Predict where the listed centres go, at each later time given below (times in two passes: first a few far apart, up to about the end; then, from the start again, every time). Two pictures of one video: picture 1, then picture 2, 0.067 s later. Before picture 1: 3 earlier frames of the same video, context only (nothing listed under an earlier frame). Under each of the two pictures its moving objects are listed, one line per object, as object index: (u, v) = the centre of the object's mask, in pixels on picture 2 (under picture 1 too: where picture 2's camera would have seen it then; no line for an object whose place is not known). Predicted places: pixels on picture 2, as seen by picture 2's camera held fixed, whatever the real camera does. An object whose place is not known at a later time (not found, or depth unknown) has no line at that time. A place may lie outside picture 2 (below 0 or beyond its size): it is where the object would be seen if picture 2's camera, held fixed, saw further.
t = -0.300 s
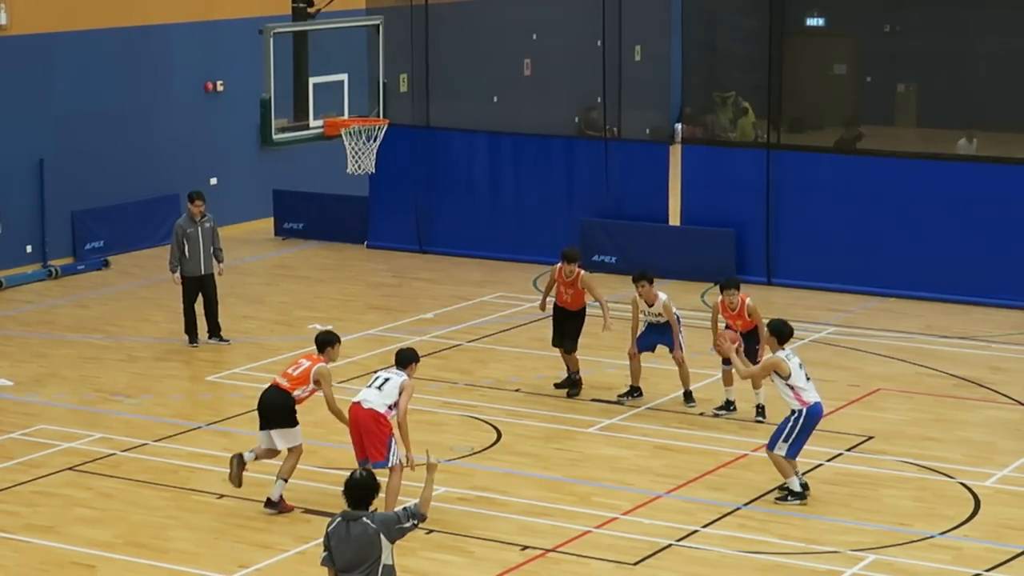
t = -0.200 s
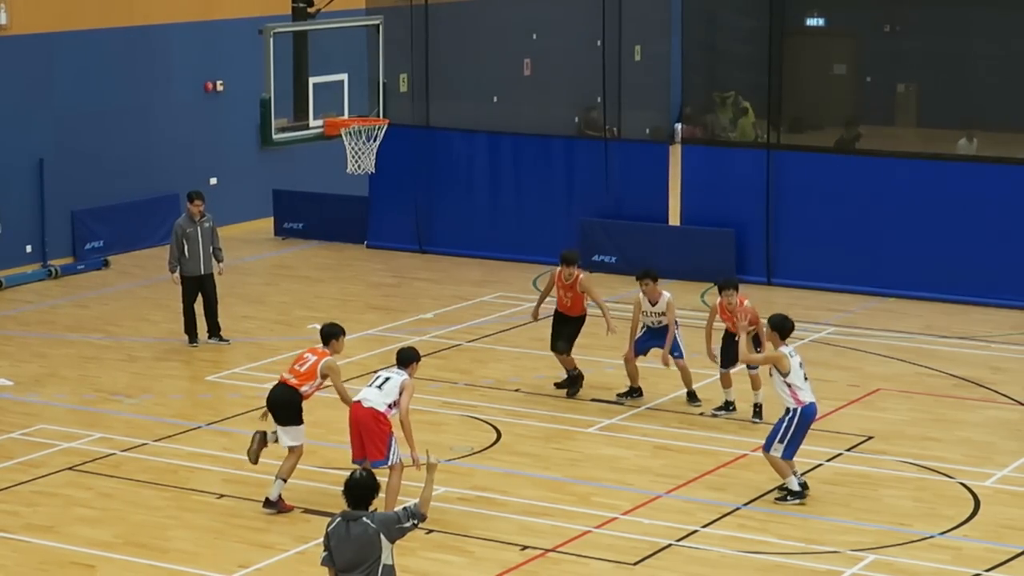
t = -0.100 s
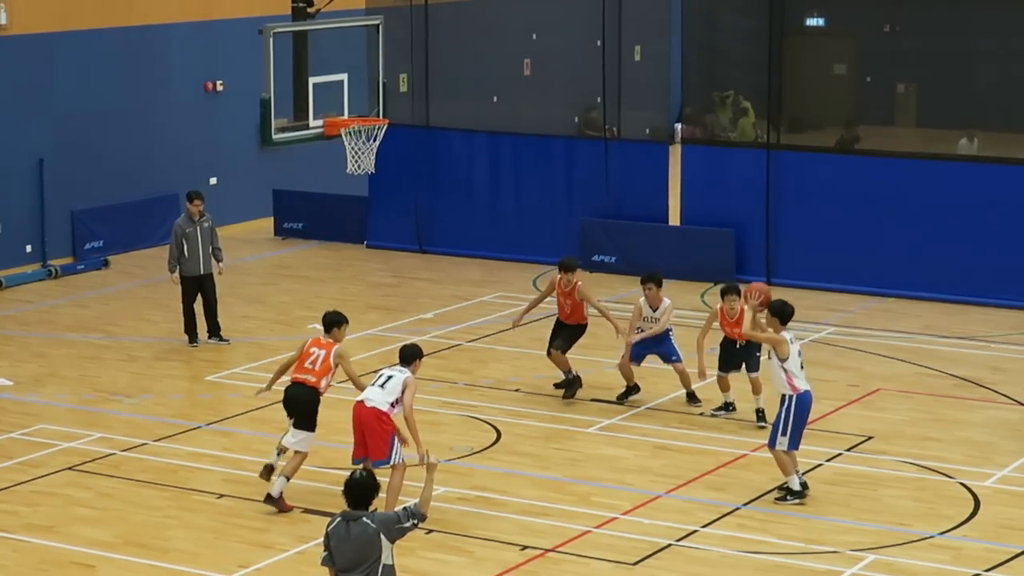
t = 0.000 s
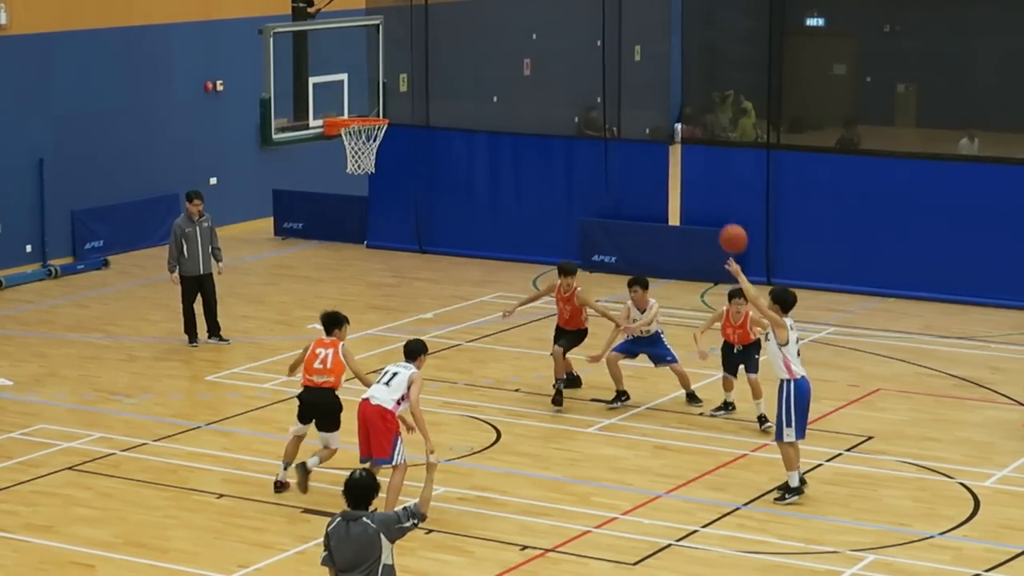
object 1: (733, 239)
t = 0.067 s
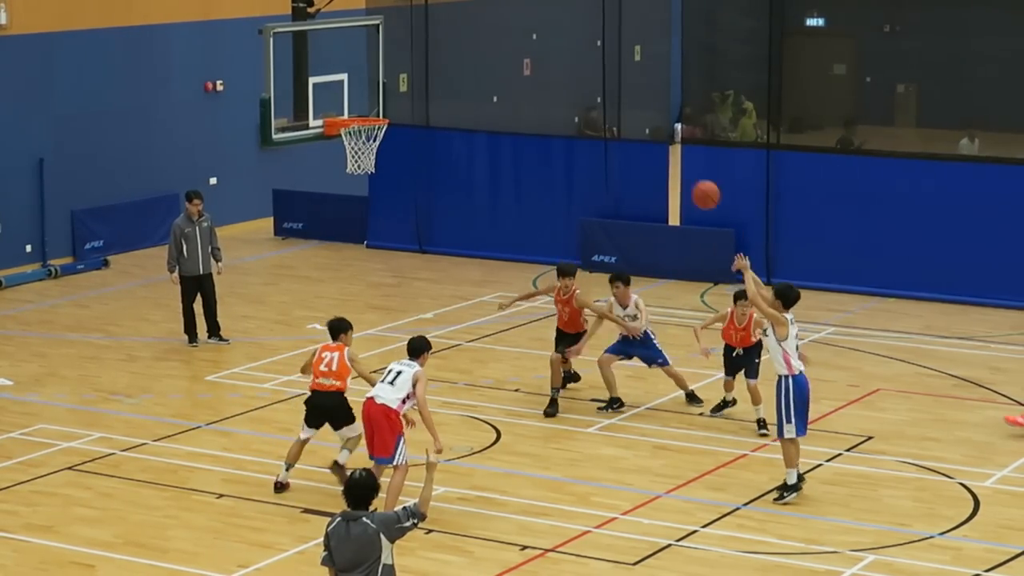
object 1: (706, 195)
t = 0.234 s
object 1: (638, 108)
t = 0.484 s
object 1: (542, 36)
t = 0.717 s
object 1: (456, 31)
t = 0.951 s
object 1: (377, 83)
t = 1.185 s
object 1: (392, 99)
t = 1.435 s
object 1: (441, 97)
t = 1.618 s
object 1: (477, 138)
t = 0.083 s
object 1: (699, 185)
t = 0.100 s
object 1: (692, 175)
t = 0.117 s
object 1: (685, 165)
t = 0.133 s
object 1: (679, 156)
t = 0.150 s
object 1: (671, 147)
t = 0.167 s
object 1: (665, 138)
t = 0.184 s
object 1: (658, 130)
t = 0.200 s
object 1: (651, 122)
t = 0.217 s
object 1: (645, 115)
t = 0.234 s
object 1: (638, 108)
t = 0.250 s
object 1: (632, 100)
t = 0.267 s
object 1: (625, 94)
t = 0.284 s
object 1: (618, 88)
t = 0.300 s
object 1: (612, 81)
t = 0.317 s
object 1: (605, 76)
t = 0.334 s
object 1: (599, 71)
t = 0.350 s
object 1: (592, 65)
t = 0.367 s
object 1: (586, 61)
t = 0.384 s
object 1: (580, 56)
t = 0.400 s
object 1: (573, 52)
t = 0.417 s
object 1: (567, 48)
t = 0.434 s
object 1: (561, 44)
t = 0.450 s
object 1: (555, 41)
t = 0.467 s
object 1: (548, 38)
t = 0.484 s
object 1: (542, 36)
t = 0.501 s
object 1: (536, 34)
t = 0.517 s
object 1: (529, 32)
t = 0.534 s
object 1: (523, 30)
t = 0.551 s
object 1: (517, 28)
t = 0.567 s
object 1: (511, 27)
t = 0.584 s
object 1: (505, 27)
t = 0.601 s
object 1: (499, 26)
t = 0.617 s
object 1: (493, 26)
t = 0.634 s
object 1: (487, 26)
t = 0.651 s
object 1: (480, 27)
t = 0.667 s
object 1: (475, 27)
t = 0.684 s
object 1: (468, 28)
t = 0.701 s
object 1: (462, 29)
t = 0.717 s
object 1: (456, 31)
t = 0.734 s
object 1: (450, 33)
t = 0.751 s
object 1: (445, 35)
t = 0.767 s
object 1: (439, 38)
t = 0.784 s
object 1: (433, 40)
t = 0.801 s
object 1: (427, 43)
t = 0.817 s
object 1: (421, 46)
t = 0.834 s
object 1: (416, 50)
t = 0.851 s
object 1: (410, 54)
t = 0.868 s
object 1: (405, 58)
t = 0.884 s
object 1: (399, 62)
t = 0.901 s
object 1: (394, 67)
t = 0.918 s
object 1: (388, 72)
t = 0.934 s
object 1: (382, 77)
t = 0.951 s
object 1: (377, 83)
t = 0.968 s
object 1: (371, 88)
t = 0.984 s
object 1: (366, 94)
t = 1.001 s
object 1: (361, 100)
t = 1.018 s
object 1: (355, 107)
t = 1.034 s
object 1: (350, 112)
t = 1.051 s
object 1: (354, 112)
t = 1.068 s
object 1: (361, 111)
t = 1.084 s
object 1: (367, 111)
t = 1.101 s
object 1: (373, 111)
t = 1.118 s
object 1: (380, 110)
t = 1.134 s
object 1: (382, 108)
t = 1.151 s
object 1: (385, 105)
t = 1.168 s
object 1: (389, 102)
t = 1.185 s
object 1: (392, 99)
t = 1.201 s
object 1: (395, 97)
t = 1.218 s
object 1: (398, 95)
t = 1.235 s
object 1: (401, 94)
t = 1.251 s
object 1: (405, 92)
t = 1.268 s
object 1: (408, 91)
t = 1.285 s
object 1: (411, 90)
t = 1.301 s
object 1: (414, 90)
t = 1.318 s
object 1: (418, 90)
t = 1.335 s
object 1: (421, 90)
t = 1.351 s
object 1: (424, 91)
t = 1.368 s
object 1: (428, 91)
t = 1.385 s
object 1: (431, 92)
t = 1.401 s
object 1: (434, 94)
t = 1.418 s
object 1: (438, 95)
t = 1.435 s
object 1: (441, 97)
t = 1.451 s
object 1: (444, 99)
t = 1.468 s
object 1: (448, 101)
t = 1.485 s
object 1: (451, 104)
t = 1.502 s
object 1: (454, 108)
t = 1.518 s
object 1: (458, 111)
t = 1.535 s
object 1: (461, 115)
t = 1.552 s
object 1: (464, 119)
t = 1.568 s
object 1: (467, 123)
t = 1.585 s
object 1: (471, 128)
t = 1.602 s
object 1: (474, 133)
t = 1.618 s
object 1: (477, 138)
